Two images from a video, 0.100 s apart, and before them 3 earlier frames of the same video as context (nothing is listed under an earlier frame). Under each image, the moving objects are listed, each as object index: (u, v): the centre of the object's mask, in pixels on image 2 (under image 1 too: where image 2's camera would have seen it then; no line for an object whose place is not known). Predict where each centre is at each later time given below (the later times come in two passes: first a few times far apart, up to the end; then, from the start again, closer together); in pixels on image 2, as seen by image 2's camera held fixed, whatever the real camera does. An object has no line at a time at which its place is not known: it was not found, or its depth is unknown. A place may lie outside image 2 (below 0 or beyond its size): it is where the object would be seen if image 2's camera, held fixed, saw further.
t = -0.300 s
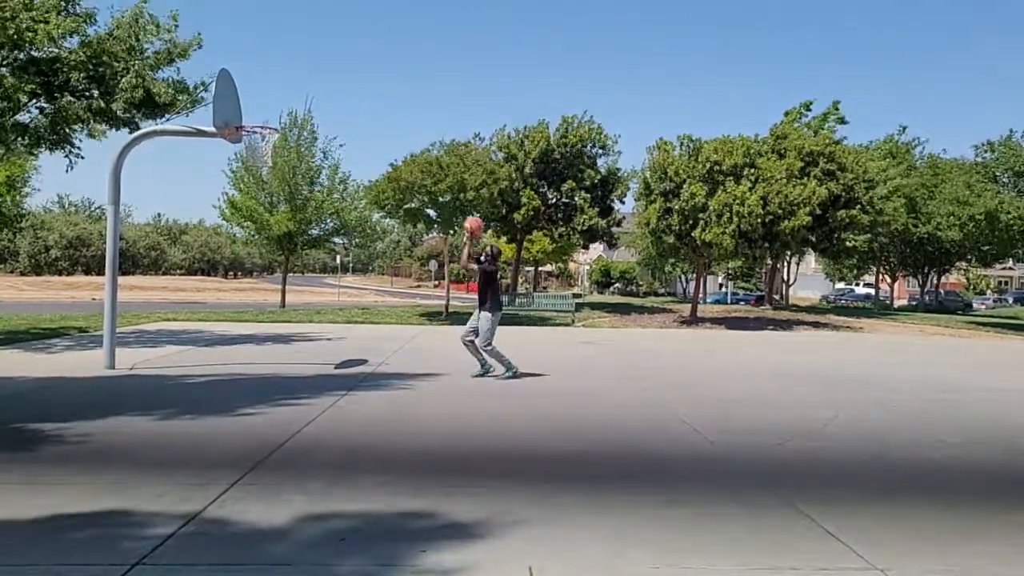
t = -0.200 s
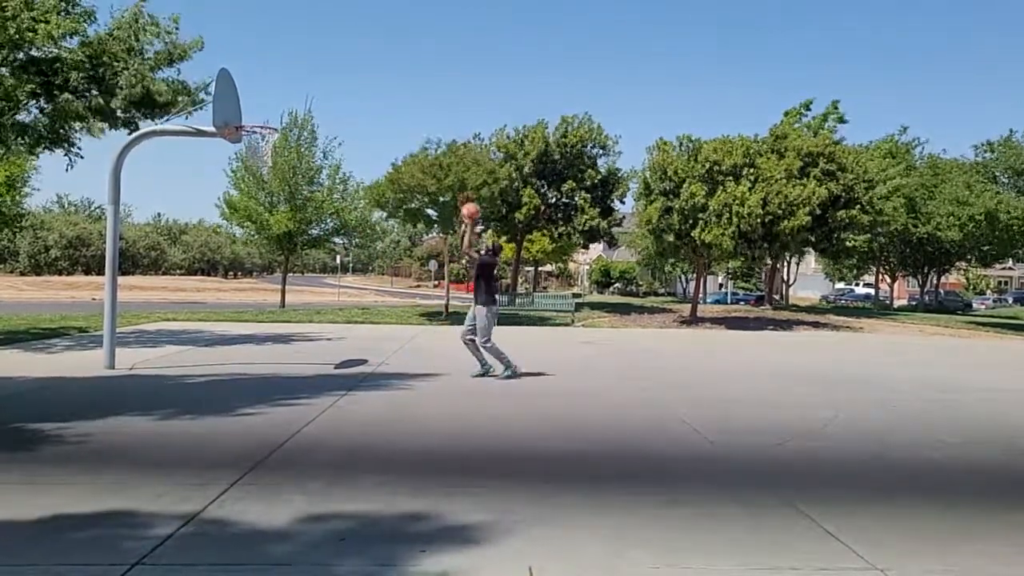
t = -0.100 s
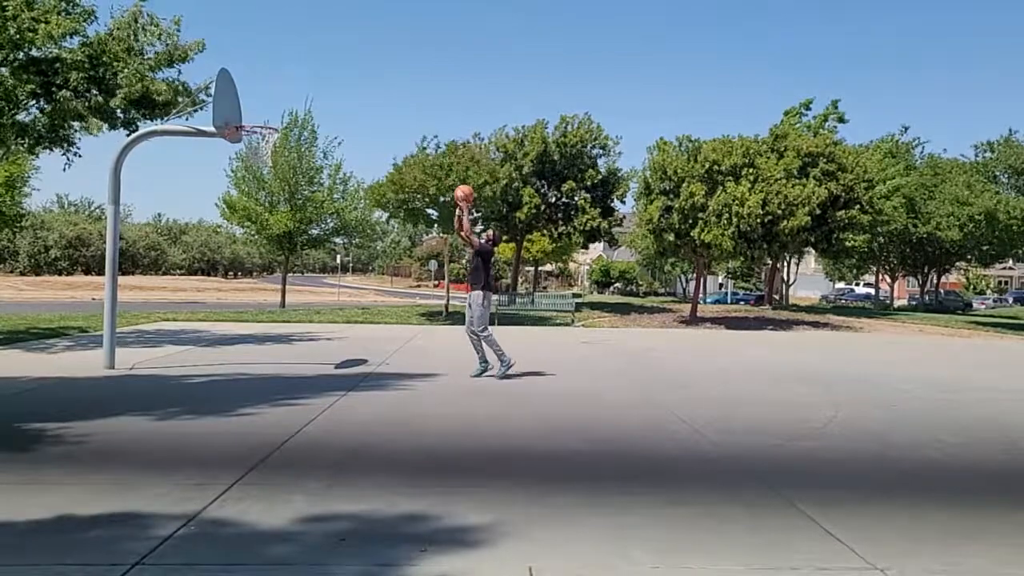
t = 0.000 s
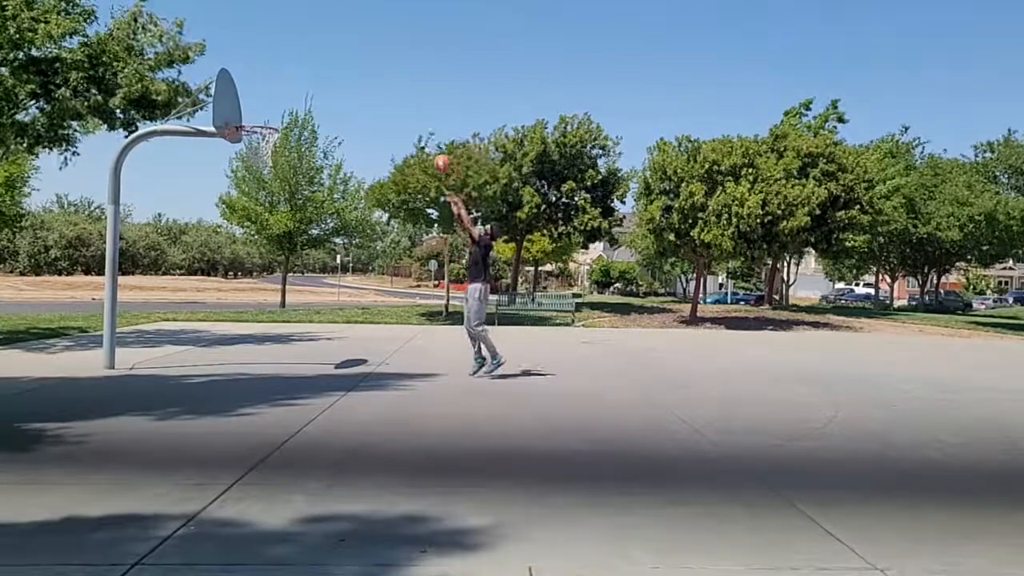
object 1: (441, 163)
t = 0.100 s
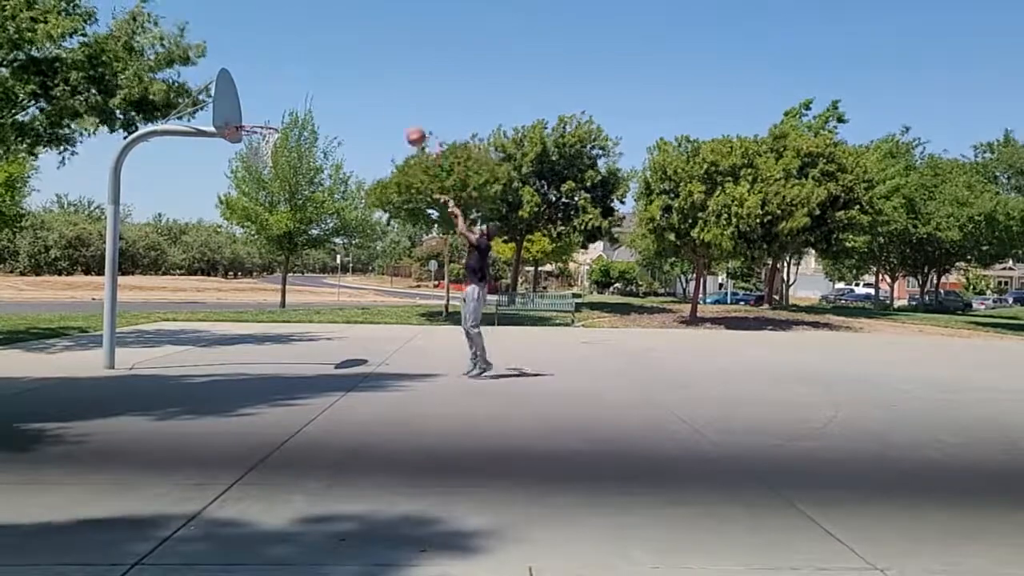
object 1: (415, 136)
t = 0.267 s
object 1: (372, 109)
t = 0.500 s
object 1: (311, 107)
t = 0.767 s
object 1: (272, 108)
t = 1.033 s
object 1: (261, 125)
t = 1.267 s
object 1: (248, 141)
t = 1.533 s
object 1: (253, 159)
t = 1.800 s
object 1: (271, 215)
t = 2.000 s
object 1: (278, 295)
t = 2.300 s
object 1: (288, 296)
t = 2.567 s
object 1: (294, 233)
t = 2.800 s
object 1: (297, 224)
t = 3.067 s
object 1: (300, 258)
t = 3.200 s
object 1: (302, 294)
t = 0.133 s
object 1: (406, 129)
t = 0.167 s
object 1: (398, 123)
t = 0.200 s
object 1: (390, 117)
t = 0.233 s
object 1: (380, 112)
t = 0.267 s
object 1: (372, 109)
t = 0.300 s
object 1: (363, 107)
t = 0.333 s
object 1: (354, 104)
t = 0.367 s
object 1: (345, 103)
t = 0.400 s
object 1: (336, 103)
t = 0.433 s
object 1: (328, 103)
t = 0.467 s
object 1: (319, 104)
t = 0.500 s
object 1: (311, 107)
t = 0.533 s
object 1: (302, 110)
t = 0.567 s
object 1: (293, 113)
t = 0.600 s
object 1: (284, 118)
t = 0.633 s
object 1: (278, 119)
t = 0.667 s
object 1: (277, 115)
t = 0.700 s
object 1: (276, 112)
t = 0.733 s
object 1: (274, 110)
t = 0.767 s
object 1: (272, 108)
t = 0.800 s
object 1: (271, 107)
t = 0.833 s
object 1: (270, 108)
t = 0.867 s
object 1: (268, 109)
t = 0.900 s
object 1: (266, 111)
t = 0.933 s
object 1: (265, 113)
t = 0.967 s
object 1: (264, 116)
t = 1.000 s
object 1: (262, 120)
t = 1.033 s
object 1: (261, 125)
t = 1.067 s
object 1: (261, 125)
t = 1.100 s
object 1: (259, 128)
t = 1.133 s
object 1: (259, 129)
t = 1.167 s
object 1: (256, 133)
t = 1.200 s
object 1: (254, 136)
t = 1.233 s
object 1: (249, 140)
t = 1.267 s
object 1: (248, 141)
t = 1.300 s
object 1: (248, 142)
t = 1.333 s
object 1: (248, 142)
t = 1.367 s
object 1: (248, 143)
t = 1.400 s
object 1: (249, 145)
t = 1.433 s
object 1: (249, 146)
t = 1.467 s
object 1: (251, 151)
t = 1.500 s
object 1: (251, 151)
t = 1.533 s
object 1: (253, 159)
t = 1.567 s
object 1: (257, 164)
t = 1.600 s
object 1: (259, 169)
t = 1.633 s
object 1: (260, 174)
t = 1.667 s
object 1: (261, 181)
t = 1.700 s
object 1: (263, 189)
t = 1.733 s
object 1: (266, 198)
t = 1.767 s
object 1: (267, 207)
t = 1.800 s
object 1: (271, 215)
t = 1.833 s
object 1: (272, 228)
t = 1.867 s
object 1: (272, 236)
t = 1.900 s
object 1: (273, 252)
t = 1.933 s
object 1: (275, 264)
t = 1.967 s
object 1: (276, 280)
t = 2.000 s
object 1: (278, 295)
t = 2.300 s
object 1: (288, 296)
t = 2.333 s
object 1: (289, 284)
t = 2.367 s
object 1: (290, 274)
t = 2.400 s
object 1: (288, 264)
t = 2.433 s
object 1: (292, 258)
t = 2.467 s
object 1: (293, 244)
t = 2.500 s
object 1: (292, 243)
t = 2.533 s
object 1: (292, 239)
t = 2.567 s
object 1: (294, 233)
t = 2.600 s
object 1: (295, 231)
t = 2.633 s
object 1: (296, 227)
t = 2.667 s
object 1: (296, 226)
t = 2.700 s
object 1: (297, 225)
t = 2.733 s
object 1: (297, 225)
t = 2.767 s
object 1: (297, 224)
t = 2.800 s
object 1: (297, 224)
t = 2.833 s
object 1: (298, 225)
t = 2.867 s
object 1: (298, 226)
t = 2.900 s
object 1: (300, 229)
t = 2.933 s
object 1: (298, 233)
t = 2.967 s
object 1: (299, 236)
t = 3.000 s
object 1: (299, 238)
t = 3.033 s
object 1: (299, 247)
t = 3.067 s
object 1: (300, 258)
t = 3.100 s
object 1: (300, 264)
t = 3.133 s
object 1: (301, 273)
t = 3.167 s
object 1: (302, 283)
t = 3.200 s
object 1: (302, 294)
